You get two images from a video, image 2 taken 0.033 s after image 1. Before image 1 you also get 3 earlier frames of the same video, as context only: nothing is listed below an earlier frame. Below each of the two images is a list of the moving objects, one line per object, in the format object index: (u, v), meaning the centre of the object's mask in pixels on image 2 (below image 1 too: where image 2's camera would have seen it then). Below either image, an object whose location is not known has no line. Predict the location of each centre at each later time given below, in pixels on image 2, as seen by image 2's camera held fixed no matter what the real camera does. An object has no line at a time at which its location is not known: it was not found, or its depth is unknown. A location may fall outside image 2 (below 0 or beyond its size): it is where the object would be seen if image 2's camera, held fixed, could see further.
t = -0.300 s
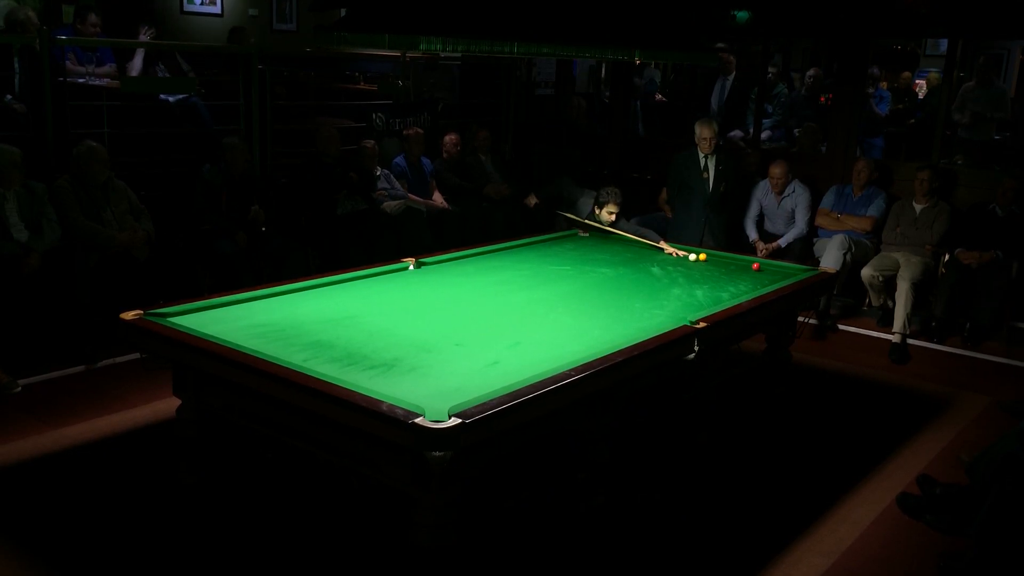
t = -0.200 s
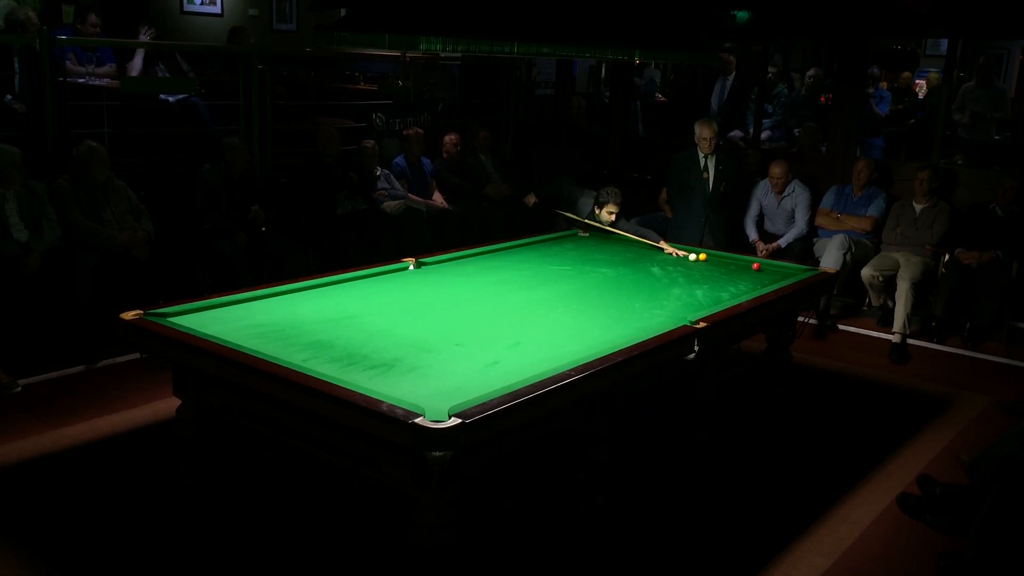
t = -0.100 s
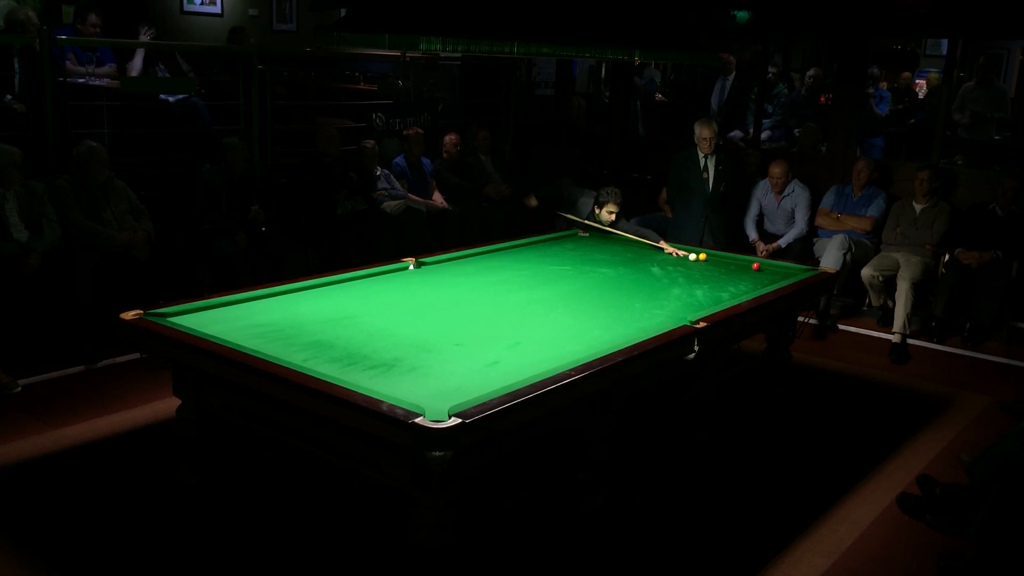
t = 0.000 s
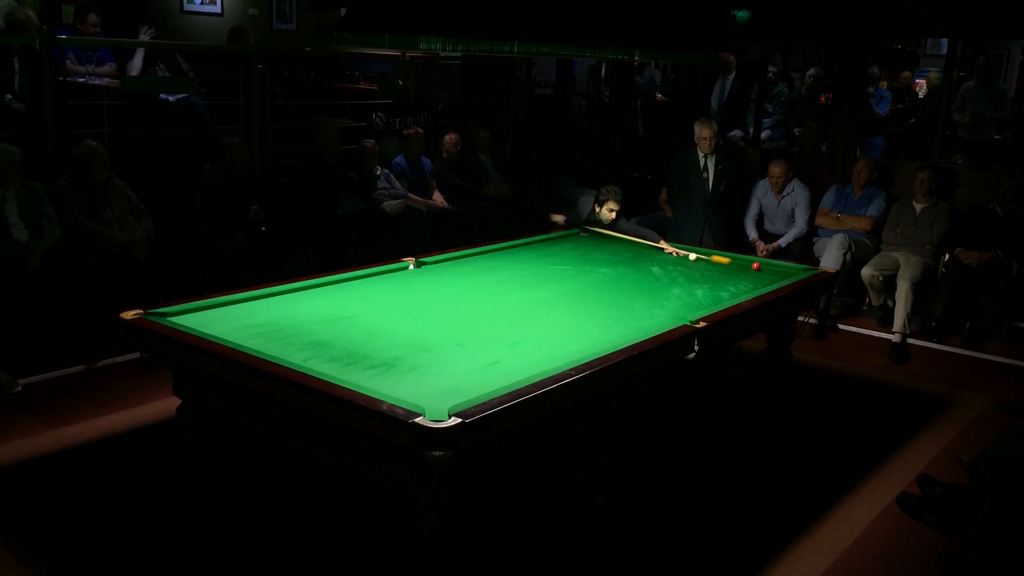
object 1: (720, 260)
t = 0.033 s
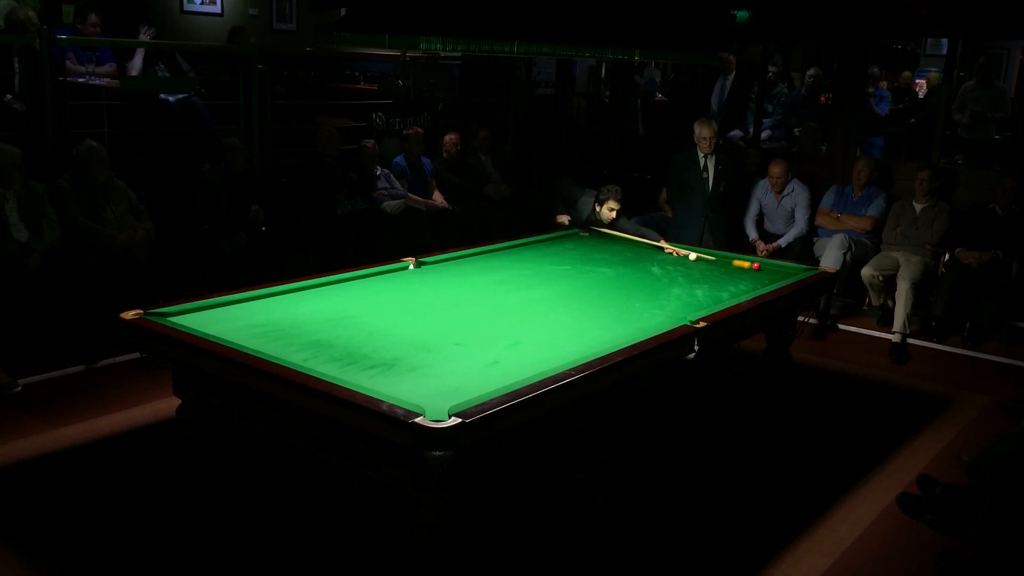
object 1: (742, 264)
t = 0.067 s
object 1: (750, 268)
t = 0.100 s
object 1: (753, 271)
